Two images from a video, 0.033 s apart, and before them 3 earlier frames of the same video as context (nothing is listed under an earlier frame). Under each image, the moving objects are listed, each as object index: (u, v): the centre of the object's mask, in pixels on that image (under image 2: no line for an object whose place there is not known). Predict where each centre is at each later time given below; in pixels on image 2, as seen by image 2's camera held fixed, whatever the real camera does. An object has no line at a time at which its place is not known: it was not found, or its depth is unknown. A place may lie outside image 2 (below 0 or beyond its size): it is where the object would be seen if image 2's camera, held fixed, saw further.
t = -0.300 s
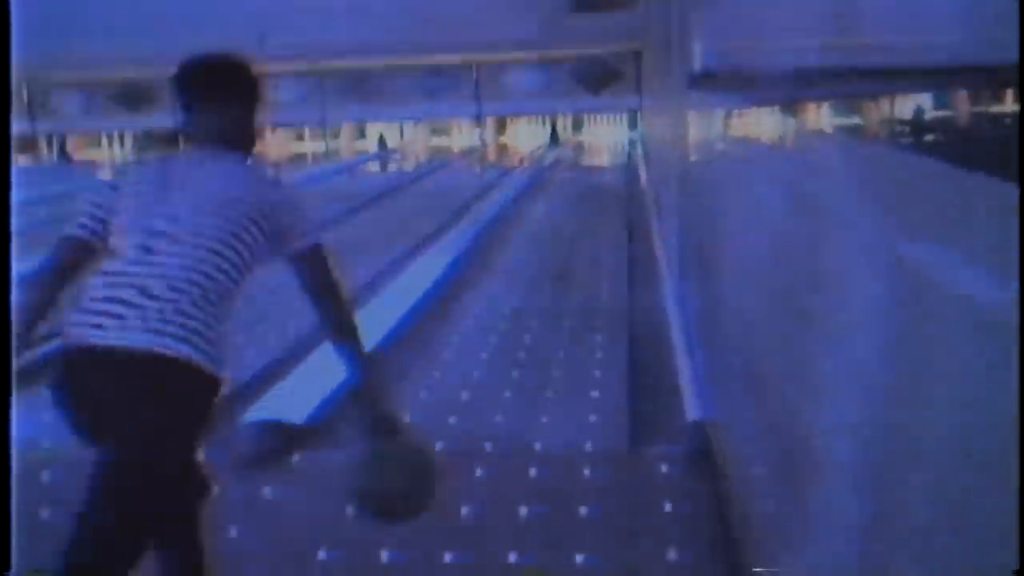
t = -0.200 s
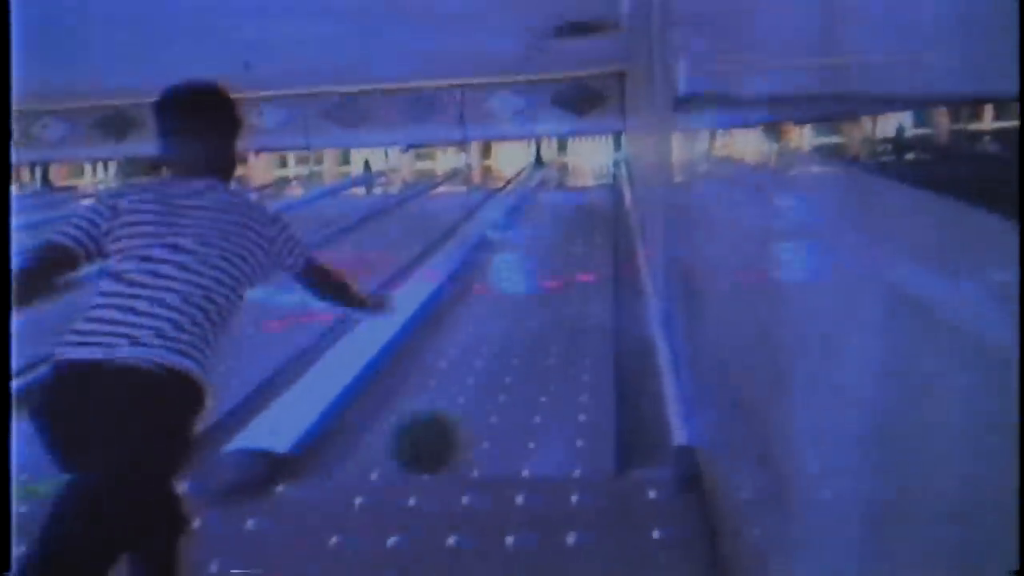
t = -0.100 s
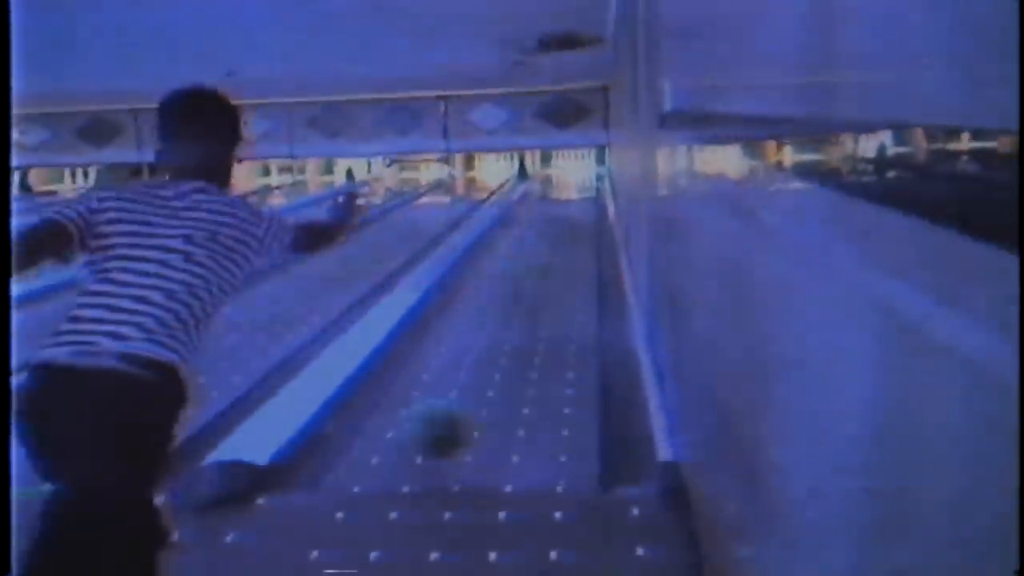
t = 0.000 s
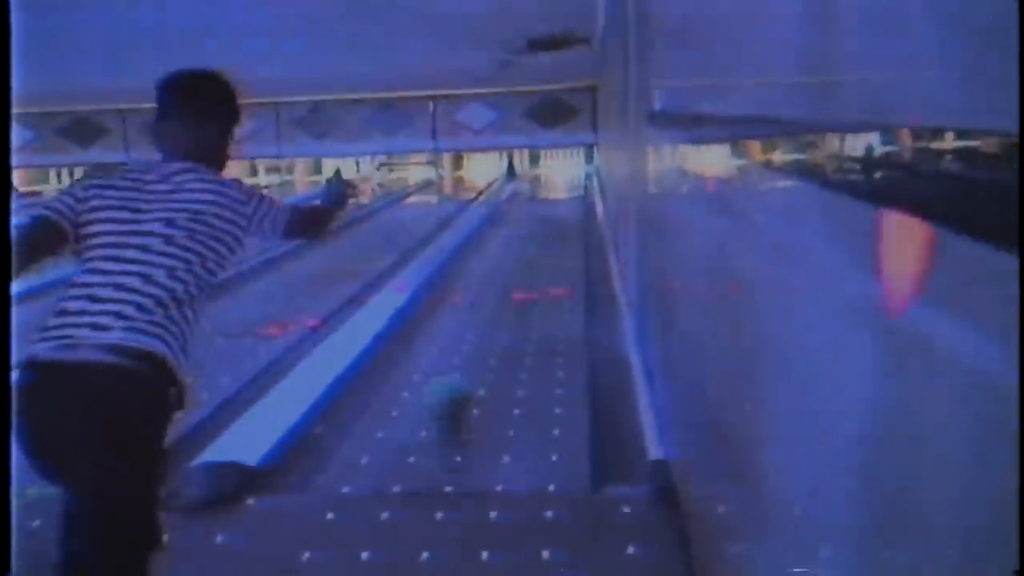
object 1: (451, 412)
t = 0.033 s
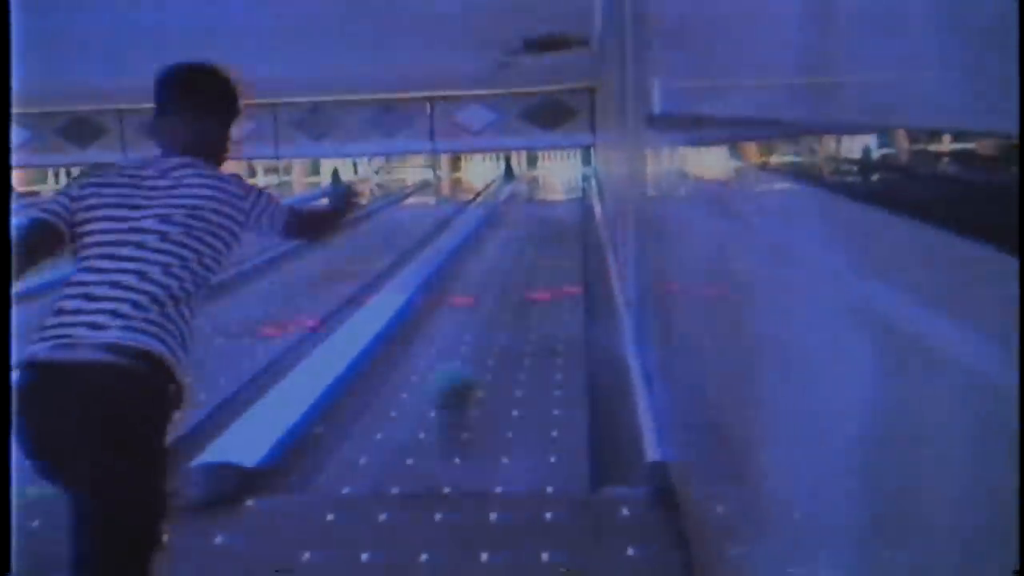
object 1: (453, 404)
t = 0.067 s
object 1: (455, 394)
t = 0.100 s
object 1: (461, 379)
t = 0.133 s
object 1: (467, 366)
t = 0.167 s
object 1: (470, 357)
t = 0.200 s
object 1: (475, 348)
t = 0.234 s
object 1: (480, 337)
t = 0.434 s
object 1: (493, 294)
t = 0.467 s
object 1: (493, 290)
